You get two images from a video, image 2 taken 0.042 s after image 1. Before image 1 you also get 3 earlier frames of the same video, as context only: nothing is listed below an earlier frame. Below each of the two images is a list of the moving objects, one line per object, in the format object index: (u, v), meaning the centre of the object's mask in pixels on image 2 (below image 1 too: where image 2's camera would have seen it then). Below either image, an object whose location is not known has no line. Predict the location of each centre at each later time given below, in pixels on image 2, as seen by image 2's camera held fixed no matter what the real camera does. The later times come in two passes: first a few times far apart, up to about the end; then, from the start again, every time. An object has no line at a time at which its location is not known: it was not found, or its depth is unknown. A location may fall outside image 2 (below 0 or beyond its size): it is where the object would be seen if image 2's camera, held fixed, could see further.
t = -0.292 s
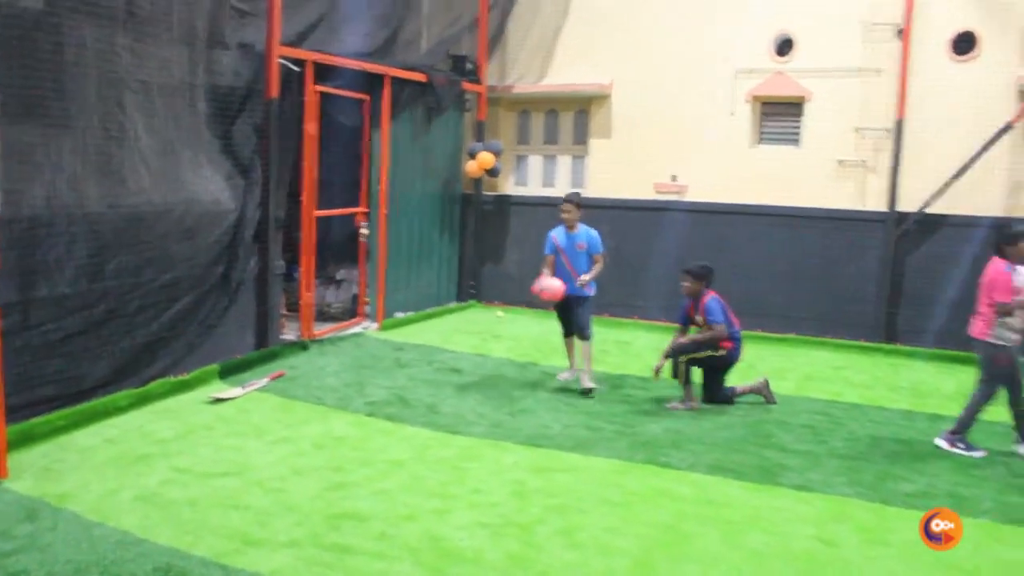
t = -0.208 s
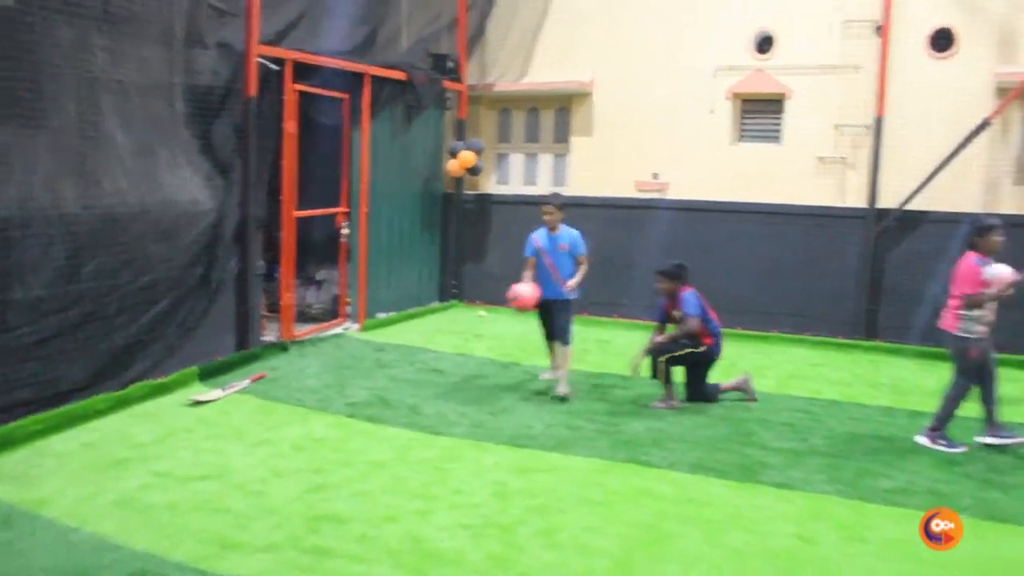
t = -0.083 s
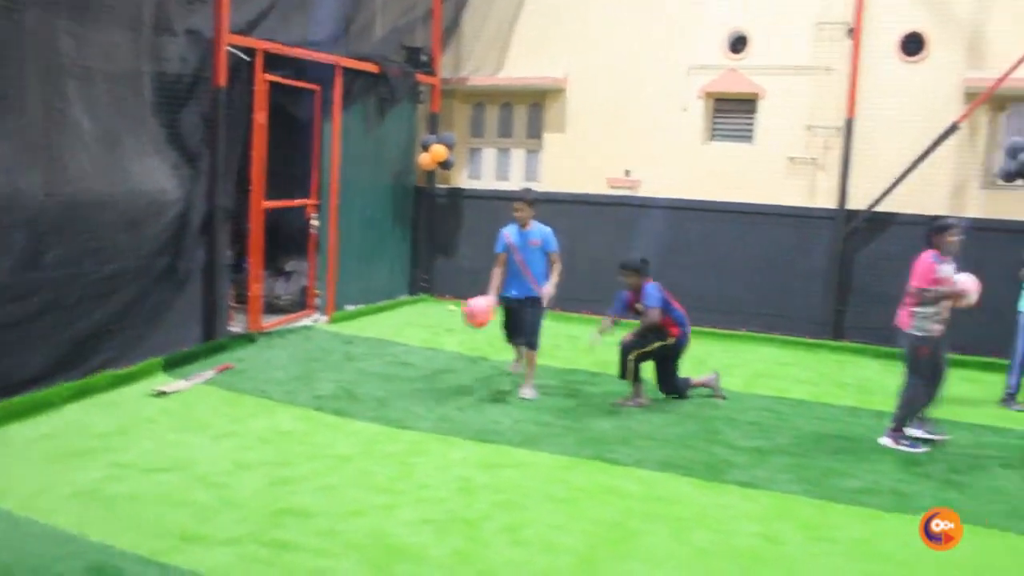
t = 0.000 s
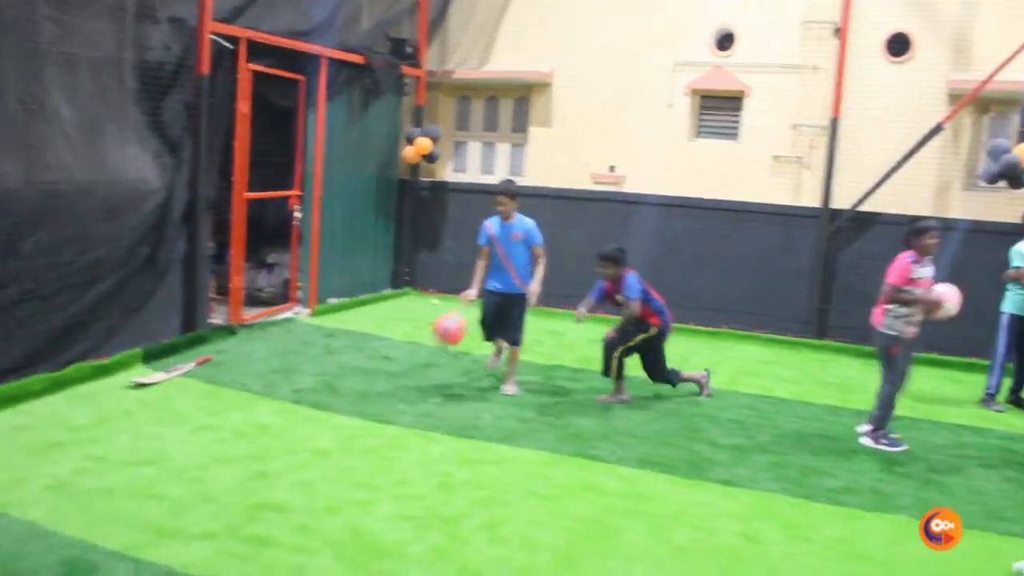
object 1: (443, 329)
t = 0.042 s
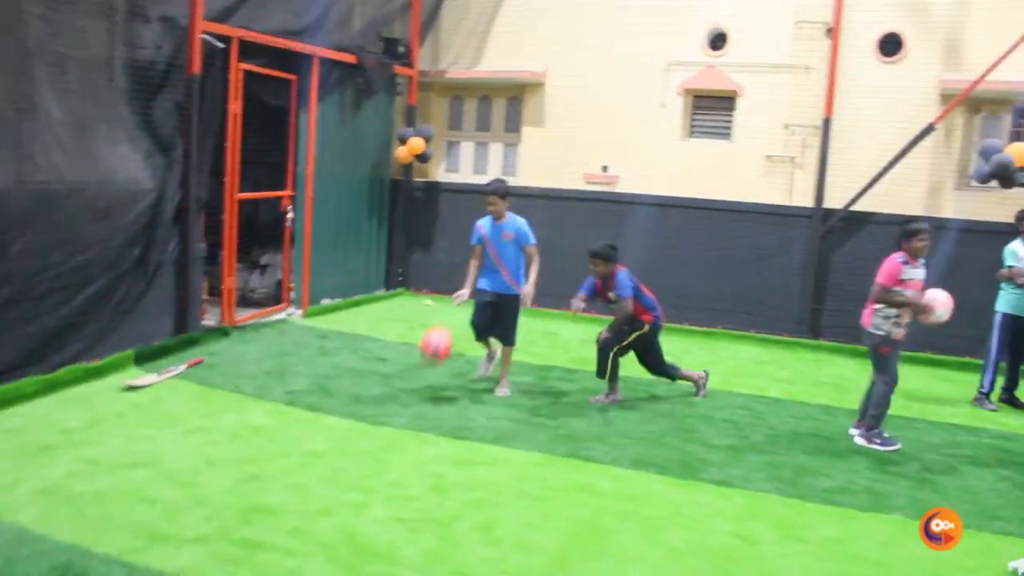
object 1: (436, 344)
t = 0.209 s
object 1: (416, 378)
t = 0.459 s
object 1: (388, 375)
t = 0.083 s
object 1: (430, 361)
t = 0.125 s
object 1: (423, 384)
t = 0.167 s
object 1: (419, 387)
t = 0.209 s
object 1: (416, 378)
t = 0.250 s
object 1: (412, 371)
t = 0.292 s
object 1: (407, 367)
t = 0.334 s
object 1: (402, 366)
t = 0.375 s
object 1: (398, 367)
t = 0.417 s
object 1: (393, 370)
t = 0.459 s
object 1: (388, 375)
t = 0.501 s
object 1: (384, 383)
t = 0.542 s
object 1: (379, 394)
